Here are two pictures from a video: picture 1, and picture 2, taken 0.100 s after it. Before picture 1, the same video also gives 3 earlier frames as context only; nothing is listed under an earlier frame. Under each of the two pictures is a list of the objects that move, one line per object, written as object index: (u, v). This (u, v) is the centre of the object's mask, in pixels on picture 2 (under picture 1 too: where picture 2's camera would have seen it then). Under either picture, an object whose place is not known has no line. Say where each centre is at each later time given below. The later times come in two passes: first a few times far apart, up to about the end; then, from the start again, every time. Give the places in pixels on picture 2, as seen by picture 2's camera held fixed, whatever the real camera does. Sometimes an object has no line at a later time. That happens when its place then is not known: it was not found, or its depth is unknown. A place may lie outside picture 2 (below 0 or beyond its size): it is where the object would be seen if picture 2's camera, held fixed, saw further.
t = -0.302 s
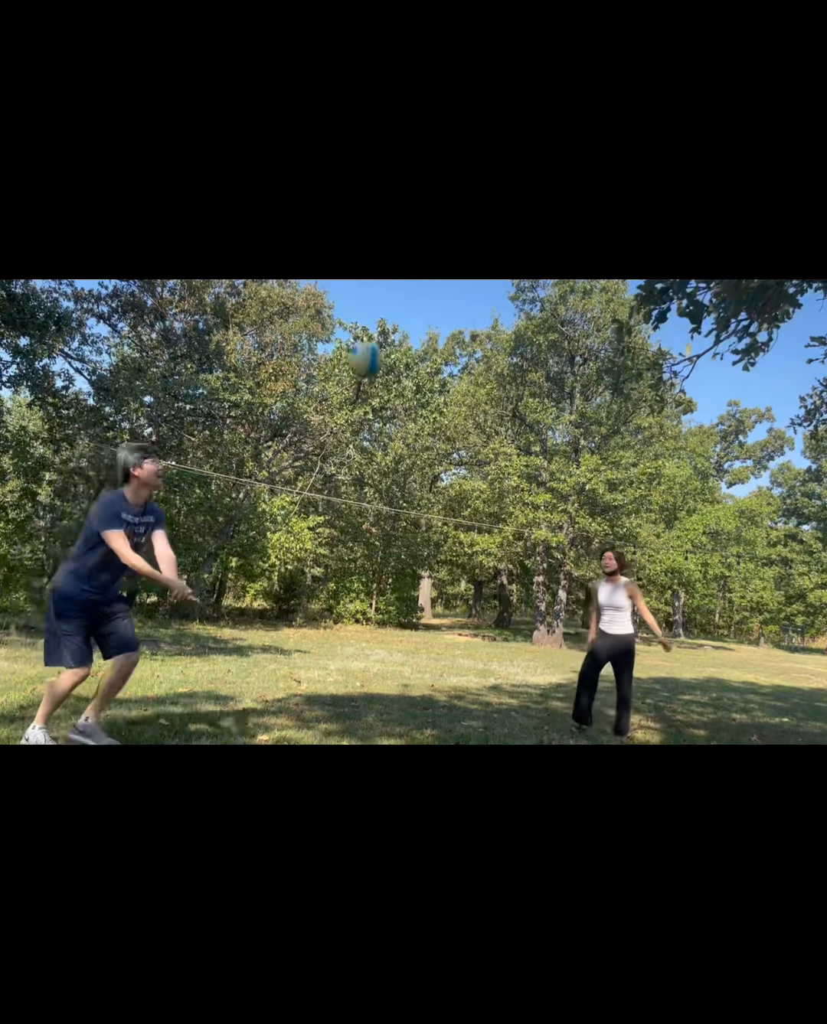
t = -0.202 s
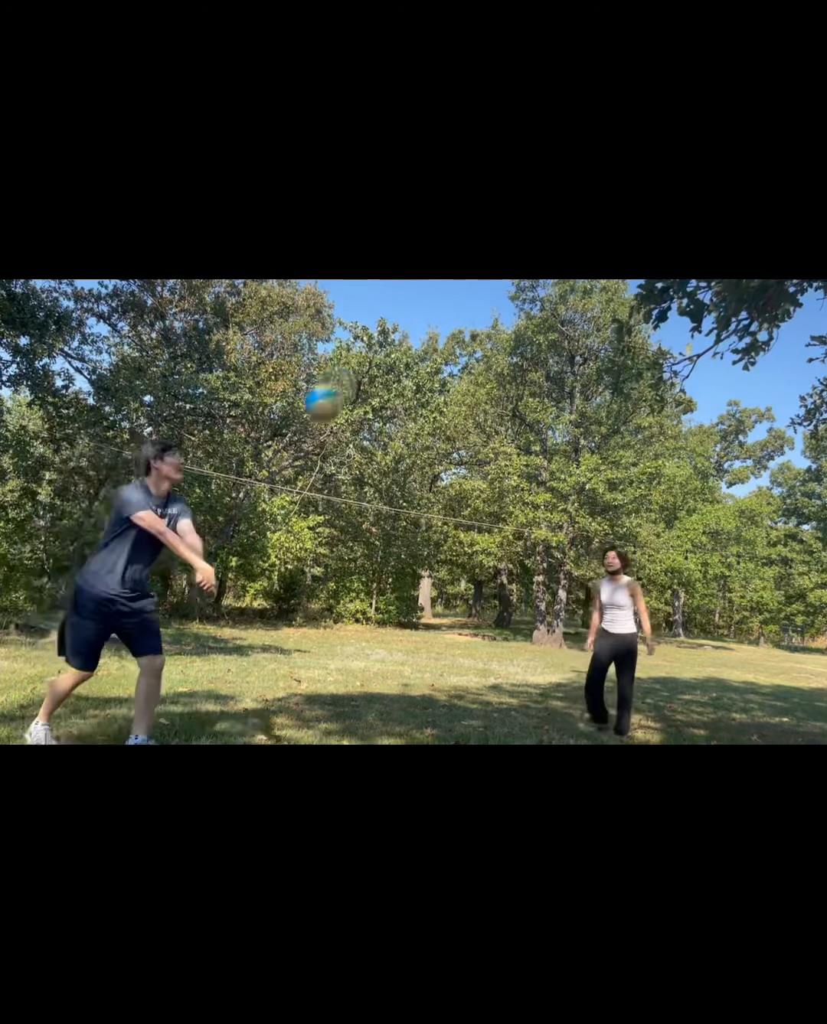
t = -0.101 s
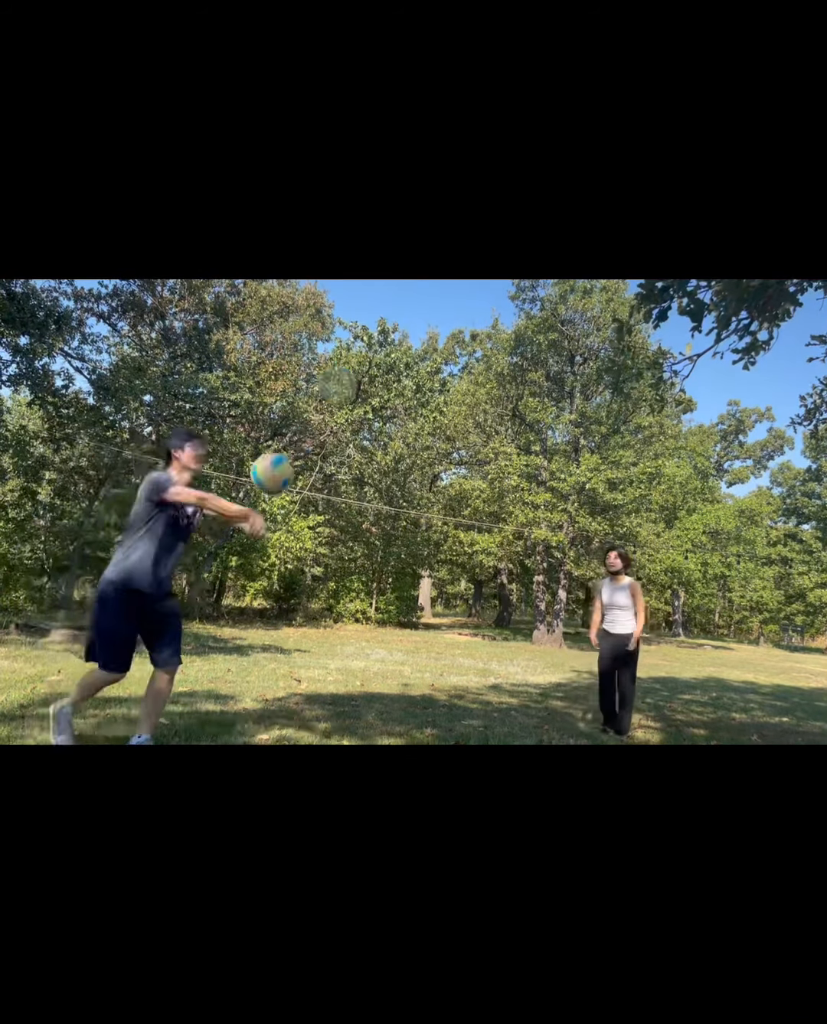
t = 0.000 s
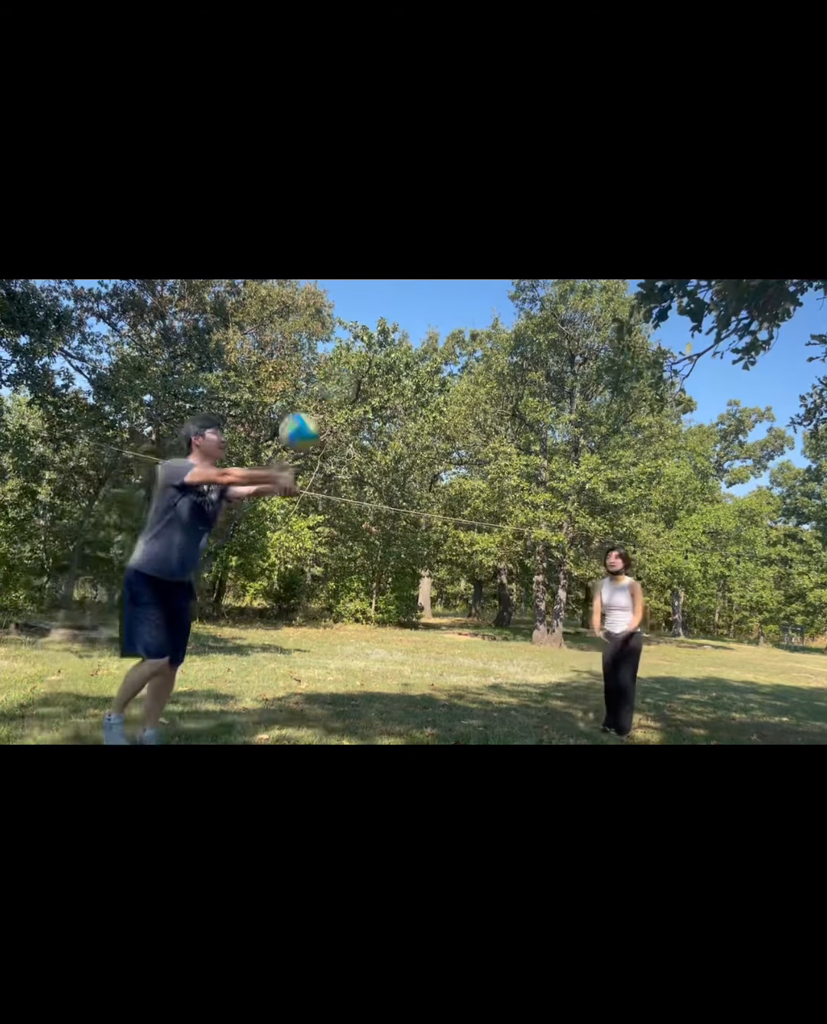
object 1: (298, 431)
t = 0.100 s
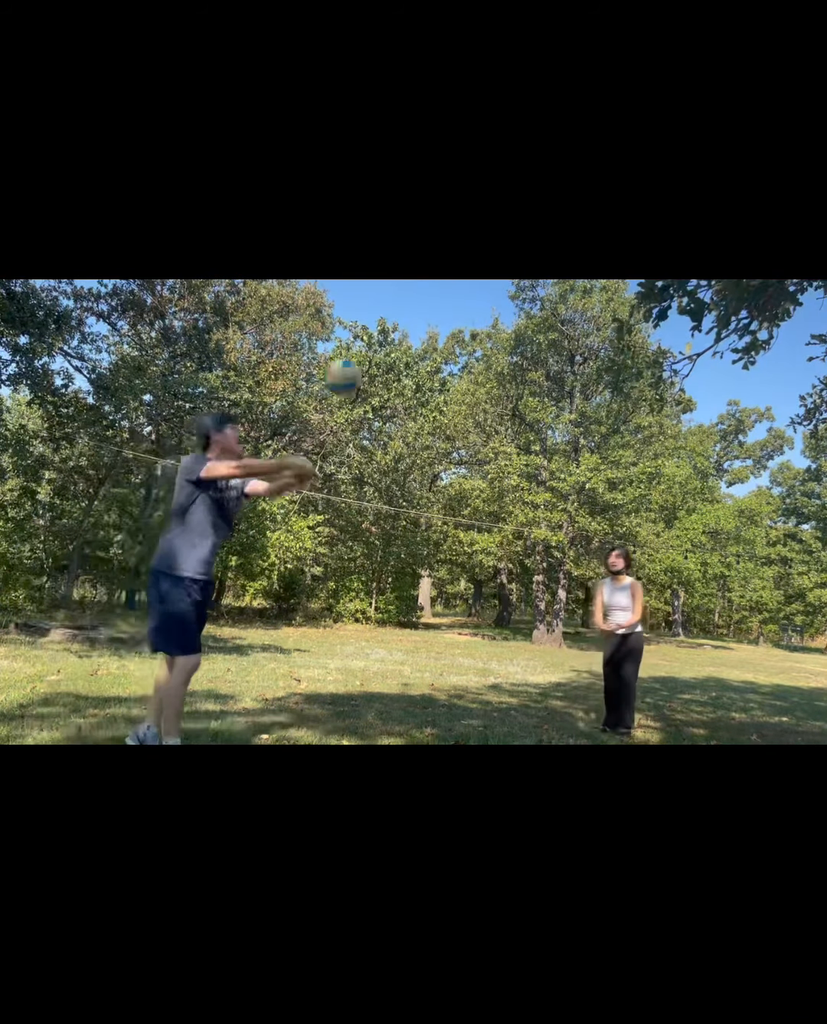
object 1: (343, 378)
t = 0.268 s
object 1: (400, 334)
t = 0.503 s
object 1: (458, 351)
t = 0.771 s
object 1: (503, 452)
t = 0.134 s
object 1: (356, 365)
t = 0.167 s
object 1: (366, 354)
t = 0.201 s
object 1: (377, 345)
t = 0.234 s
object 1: (389, 338)
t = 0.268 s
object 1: (400, 334)
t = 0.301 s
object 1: (409, 332)
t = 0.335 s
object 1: (419, 330)
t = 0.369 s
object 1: (428, 331)
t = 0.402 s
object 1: (436, 333)
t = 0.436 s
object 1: (444, 338)
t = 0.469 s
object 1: (452, 344)
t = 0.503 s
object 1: (458, 351)
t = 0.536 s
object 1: (464, 360)
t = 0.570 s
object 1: (471, 370)
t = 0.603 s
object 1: (478, 381)
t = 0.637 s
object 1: (483, 392)
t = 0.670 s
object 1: (489, 405)
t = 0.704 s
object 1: (494, 420)
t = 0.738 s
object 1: (499, 436)
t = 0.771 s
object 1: (503, 452)
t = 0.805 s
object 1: (506, 470)
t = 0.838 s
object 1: (510, 490)
